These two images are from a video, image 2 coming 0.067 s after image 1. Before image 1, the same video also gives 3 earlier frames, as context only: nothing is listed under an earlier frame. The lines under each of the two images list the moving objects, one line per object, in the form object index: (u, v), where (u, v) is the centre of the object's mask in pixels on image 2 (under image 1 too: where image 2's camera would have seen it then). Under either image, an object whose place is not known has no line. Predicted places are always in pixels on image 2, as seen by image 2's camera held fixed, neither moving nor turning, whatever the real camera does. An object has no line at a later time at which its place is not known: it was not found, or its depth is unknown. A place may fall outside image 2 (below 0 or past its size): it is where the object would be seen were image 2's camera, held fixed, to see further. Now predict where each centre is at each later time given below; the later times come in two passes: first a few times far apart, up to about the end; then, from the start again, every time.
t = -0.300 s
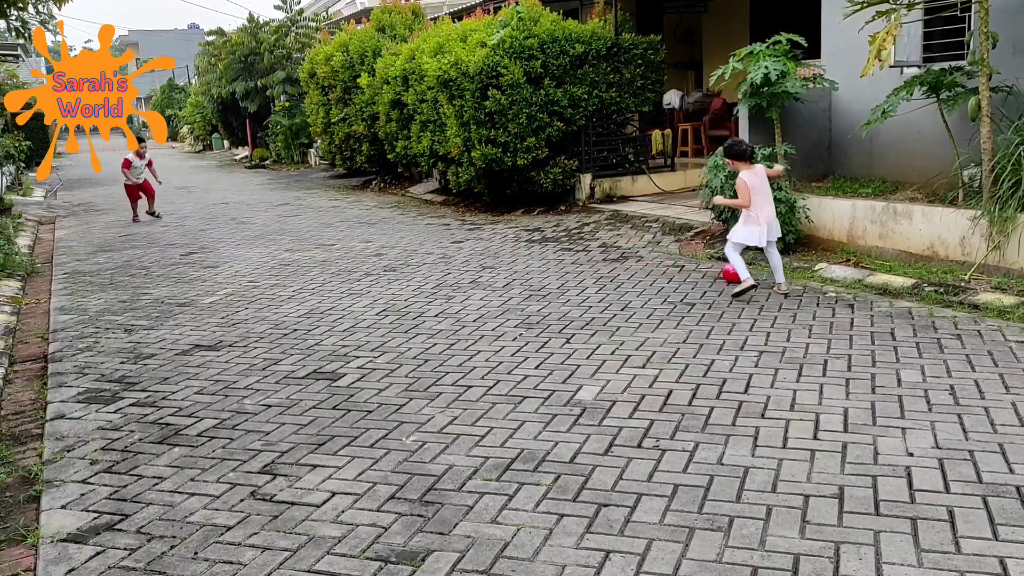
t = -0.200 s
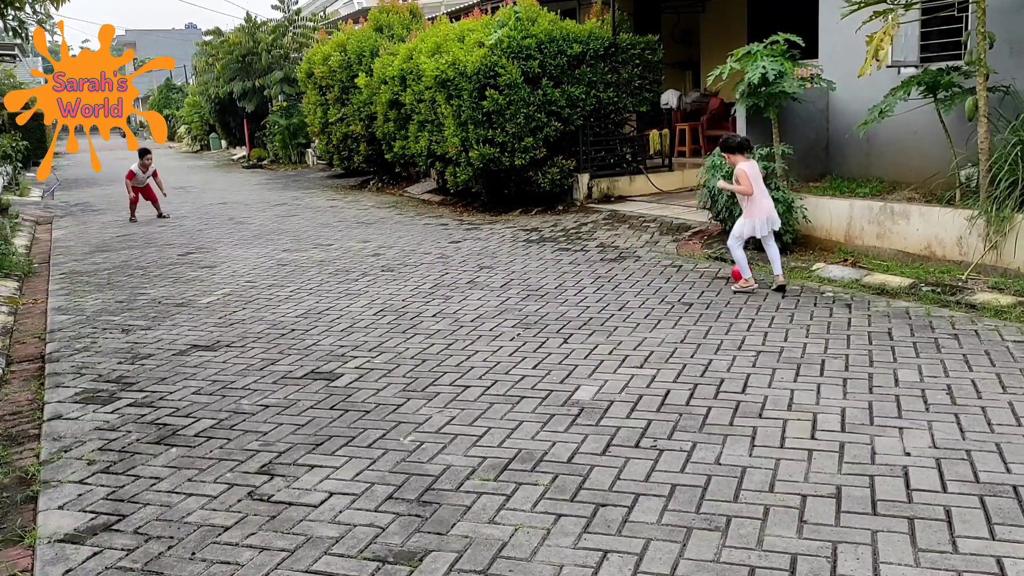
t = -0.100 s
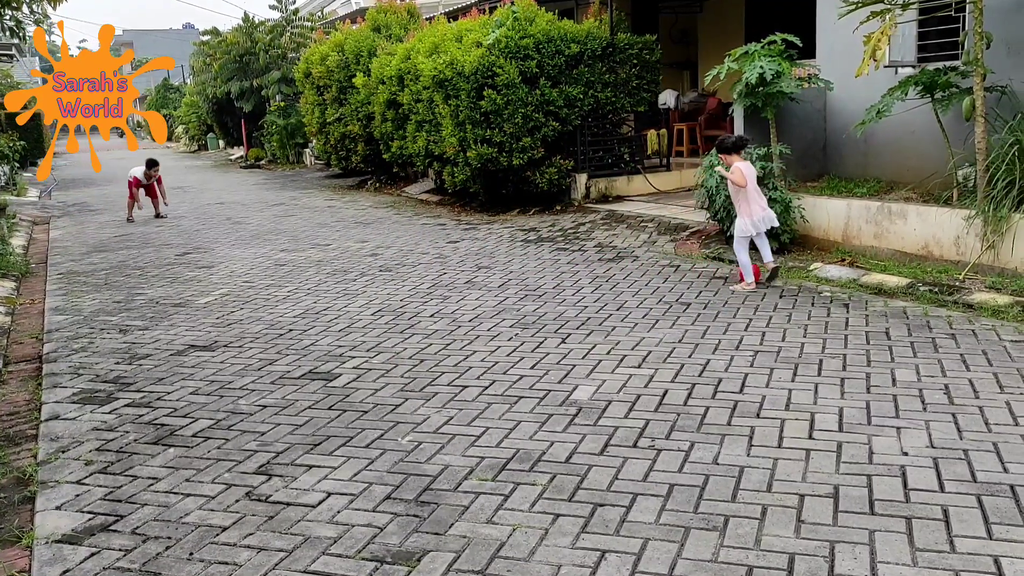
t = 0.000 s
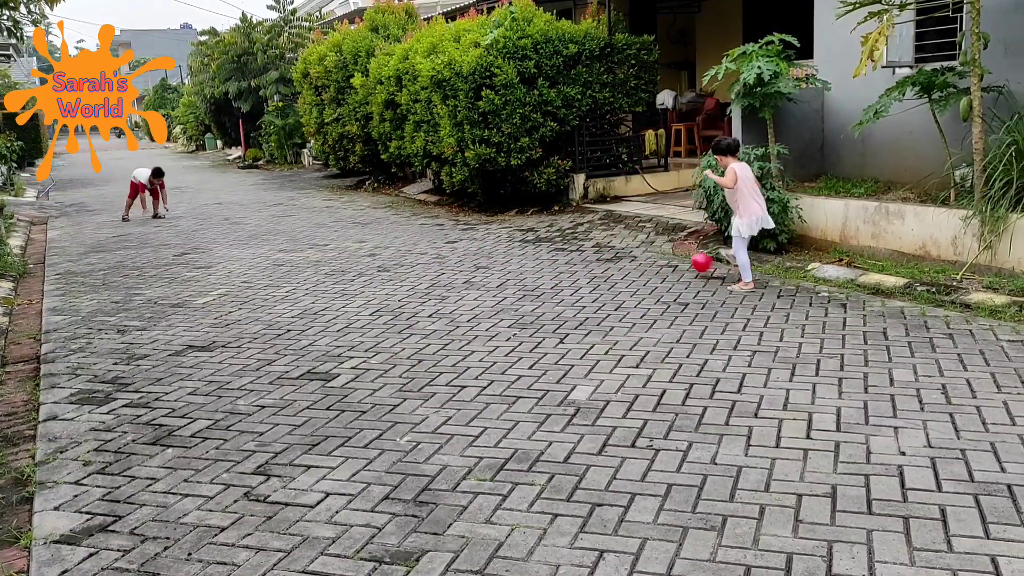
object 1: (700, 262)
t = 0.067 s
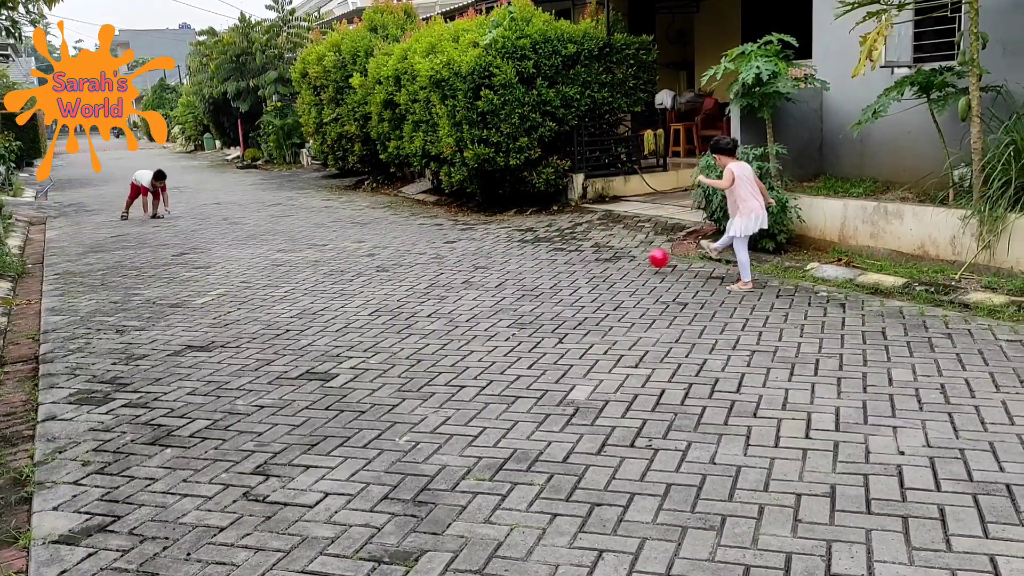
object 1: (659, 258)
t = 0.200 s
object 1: (593, 256)
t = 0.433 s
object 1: (525, 253)
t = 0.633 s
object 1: (479, 243)
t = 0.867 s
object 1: (432, 249)
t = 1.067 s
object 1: (397, 246)
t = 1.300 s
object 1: (367, 242)
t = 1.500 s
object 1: (344, 240)
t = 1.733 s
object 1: (320, 243)
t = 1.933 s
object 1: (303, 242)
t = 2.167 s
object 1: (281, 241)
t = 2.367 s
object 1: (264, 240)
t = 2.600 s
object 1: (245, 239)
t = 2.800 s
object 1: (230, 239)
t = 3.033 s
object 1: (215, 238)
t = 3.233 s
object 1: (201, 239)
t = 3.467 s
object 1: (184, 239)
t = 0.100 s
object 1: (639, 257)
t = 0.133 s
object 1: (620, 259)
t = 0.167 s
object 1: (603, 260)
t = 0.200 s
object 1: (593, 256)
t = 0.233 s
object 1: (583, 251)
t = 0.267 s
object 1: (572, 247)
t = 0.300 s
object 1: (561, 247)
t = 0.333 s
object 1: (552, 248)
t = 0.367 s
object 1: (544, 248)
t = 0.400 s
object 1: (535, 249)
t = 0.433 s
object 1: (525, 253)
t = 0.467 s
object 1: (517, 255)
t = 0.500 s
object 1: (510, 250)
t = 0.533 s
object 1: (503, 246)
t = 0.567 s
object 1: (496, 243)
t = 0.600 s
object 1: (487, 242)
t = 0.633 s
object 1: (479, 243)
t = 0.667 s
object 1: (472, 246)
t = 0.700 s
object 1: (466, 249)
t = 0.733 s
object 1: (460, 251)
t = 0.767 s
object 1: (453, 249)
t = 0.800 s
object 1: (446, 246)
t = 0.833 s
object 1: (438, 247)
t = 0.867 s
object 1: (432, 249)
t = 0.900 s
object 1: (426, 249)
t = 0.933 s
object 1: (421, 246)
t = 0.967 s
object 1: (415, 244)
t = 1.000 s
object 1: (409, 243)
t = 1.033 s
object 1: (403, 244)
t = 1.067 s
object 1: (397, 246)
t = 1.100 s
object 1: (391, 248)
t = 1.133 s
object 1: (387, 245)
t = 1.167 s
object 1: (383, 243)
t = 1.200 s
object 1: (379, 242)
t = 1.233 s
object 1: (375, 241)
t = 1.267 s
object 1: (371, 241)
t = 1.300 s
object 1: (367, 242)
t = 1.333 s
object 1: (362, 245)
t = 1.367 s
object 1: (358, 246)
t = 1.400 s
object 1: (354, 243)
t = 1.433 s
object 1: (351, 241)
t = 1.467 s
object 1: (347, 241)
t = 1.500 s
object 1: (344, 240)
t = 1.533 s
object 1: (342, 241)
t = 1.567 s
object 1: (339, 243)
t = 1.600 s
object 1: (336, 244)
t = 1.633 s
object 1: (331, 244)
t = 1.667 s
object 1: (328, 243)
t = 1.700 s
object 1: (324, 243)
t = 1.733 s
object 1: (320, 243)
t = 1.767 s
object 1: (318, 242)
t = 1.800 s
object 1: (315, 242)
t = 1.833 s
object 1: (312, 243)
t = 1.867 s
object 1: (309, 242)
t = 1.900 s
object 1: (305, 242)
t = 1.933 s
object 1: (303, 242)
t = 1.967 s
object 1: (299, 242)
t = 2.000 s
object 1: (296, 242)
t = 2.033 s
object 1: (292, 242)
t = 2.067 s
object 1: (289, 241)
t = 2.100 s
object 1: (286, 241)
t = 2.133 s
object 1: (284, 241)
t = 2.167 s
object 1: (281, 241)
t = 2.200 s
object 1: (279, 241)
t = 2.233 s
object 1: (276, 240)
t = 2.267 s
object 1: (273, 240)
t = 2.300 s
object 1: (270, 241)
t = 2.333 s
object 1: (267, 240)
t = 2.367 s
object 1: (264, 240)
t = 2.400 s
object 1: (260, 240)
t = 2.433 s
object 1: (258, 240)
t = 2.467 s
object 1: (255, 240)
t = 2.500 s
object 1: (252, 239)
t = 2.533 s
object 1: (250, 240)
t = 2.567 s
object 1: (248, 240)
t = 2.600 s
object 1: (245, 239)
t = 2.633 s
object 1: (243, 239)
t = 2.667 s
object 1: (241, 240)
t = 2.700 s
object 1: (238, 240)
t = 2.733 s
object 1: (236, 240)
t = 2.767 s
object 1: (233, 239)
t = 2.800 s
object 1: (230, 239)
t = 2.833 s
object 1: (228, 239)
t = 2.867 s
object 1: (225, 239)
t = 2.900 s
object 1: (223, 238)
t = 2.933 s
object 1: (221, 238)
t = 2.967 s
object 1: (219, 239)
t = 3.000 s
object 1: (217, 239)
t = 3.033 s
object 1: (215, 238)
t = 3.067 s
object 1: (213, 238)
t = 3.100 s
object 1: (211, 239)
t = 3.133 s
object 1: (208, 238)
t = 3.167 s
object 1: (206, 239)
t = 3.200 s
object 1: (204, 239)
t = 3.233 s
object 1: (201, 239)
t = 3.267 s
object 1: (198, 239)
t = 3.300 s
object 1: (196, 239)
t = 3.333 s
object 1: (193, 238)
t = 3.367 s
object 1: (191, 238)
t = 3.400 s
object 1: (188, 239)
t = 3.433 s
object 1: (186, 239)
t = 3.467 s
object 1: (184, 239)
